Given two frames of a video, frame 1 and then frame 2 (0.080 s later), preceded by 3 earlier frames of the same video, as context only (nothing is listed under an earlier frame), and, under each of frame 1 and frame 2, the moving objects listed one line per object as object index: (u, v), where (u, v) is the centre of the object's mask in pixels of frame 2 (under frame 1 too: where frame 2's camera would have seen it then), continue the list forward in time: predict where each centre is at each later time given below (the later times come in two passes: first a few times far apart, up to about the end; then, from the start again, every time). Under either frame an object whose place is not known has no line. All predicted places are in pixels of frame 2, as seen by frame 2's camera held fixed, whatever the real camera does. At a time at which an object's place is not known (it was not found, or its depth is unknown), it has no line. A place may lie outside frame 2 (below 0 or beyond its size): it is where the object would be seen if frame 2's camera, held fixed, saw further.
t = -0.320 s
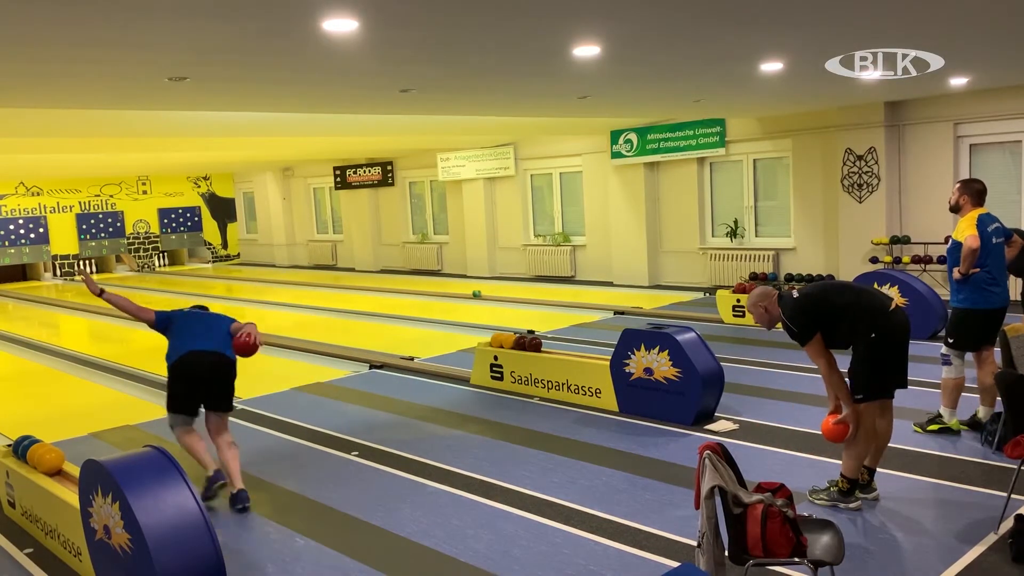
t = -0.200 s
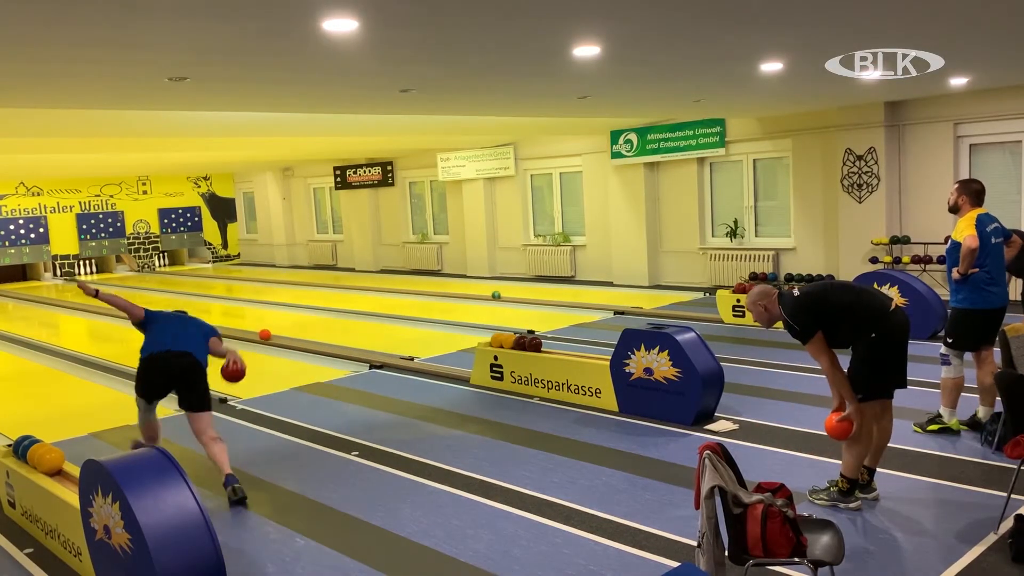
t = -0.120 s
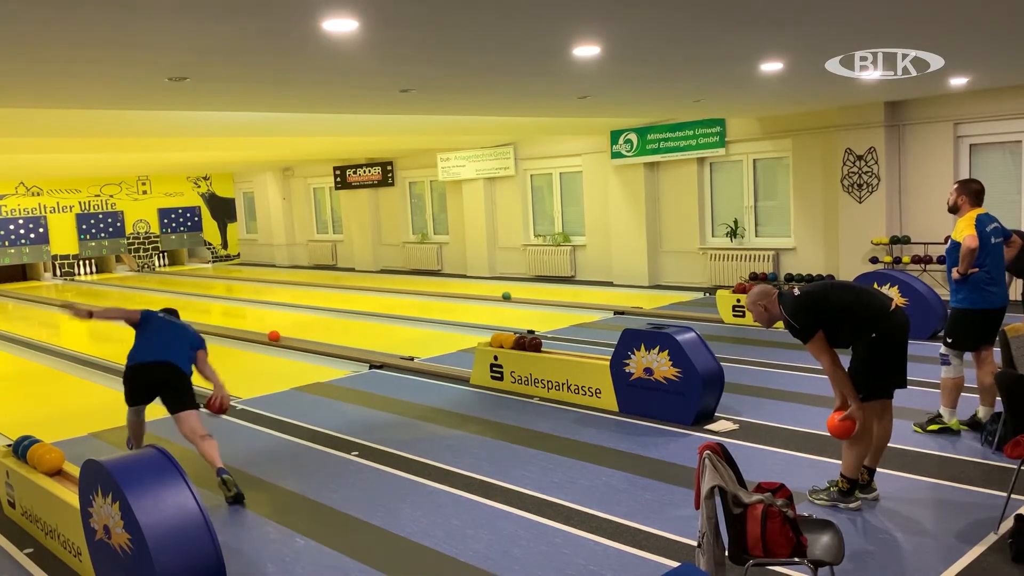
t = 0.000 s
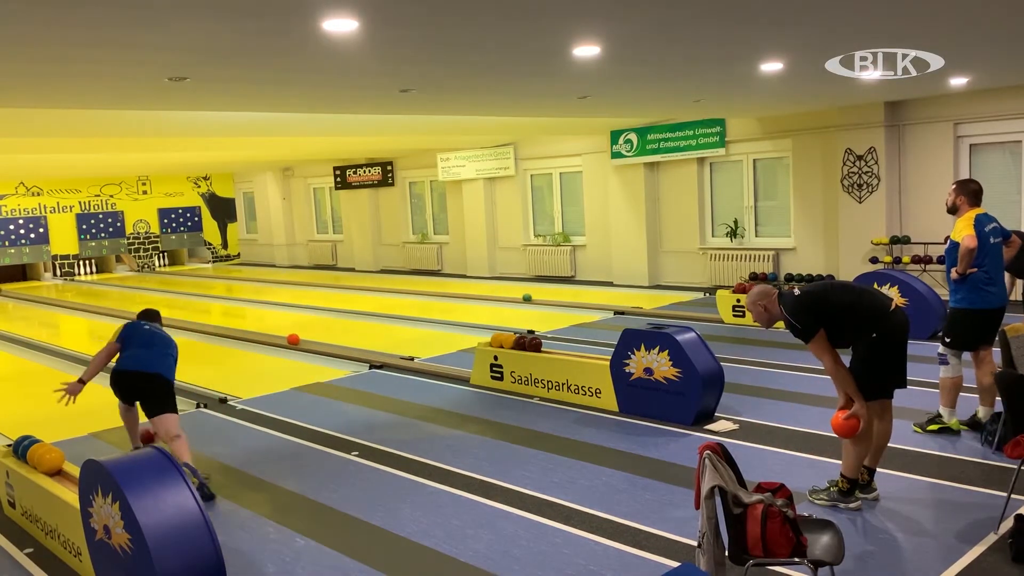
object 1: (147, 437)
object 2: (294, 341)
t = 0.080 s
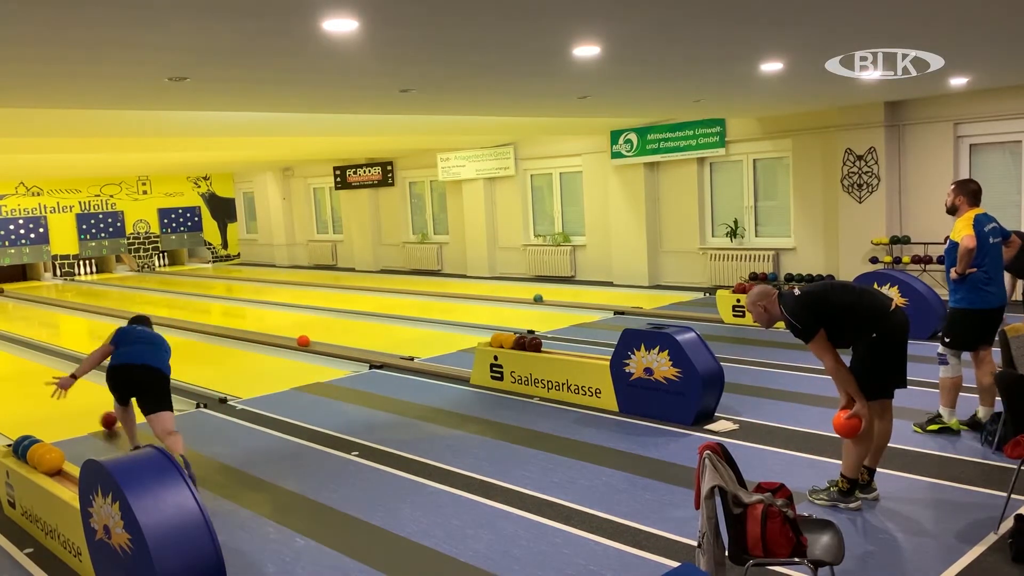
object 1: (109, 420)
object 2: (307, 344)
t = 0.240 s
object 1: (35, 390)
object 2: (332, 347)
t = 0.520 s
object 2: (380, 355)
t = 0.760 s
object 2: (425, 362)
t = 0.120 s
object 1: (84, 410)
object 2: (312, 343)
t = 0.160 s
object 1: (69, 404)
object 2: (318, 345)
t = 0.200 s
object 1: (48, 396)
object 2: (325, 345)
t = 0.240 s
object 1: (35, 390)
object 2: (332, 347)
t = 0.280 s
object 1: (23, 385)
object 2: (337, 349)
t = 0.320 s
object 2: (345, 349)
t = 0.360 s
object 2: (351, 350)
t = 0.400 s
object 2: (359, 352)
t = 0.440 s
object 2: (365, 352)
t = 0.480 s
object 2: (371, 353)
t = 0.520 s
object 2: (380, 355)
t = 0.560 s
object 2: (387, 357)
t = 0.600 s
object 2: (395, 358)
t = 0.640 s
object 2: (402, 359)
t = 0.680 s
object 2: (408, 360)
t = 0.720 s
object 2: (418, 361)
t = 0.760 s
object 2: (425, 362)
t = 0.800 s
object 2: (436, 364)
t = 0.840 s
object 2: (443, 365)
